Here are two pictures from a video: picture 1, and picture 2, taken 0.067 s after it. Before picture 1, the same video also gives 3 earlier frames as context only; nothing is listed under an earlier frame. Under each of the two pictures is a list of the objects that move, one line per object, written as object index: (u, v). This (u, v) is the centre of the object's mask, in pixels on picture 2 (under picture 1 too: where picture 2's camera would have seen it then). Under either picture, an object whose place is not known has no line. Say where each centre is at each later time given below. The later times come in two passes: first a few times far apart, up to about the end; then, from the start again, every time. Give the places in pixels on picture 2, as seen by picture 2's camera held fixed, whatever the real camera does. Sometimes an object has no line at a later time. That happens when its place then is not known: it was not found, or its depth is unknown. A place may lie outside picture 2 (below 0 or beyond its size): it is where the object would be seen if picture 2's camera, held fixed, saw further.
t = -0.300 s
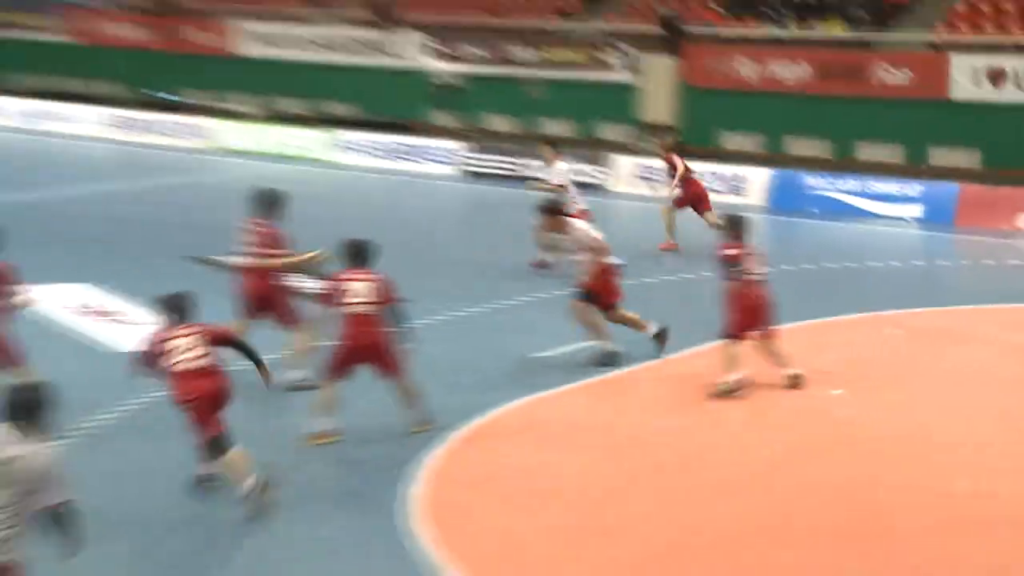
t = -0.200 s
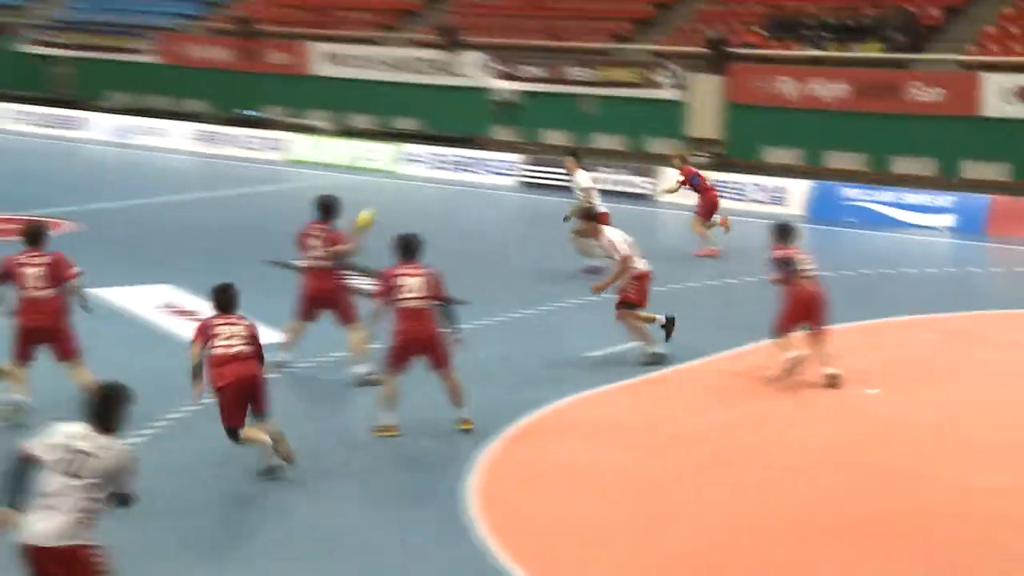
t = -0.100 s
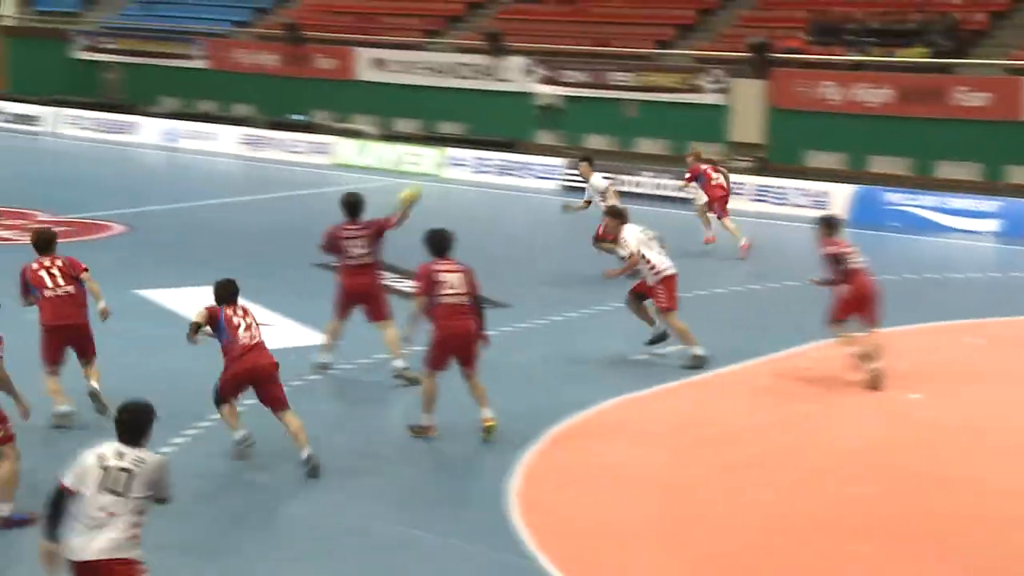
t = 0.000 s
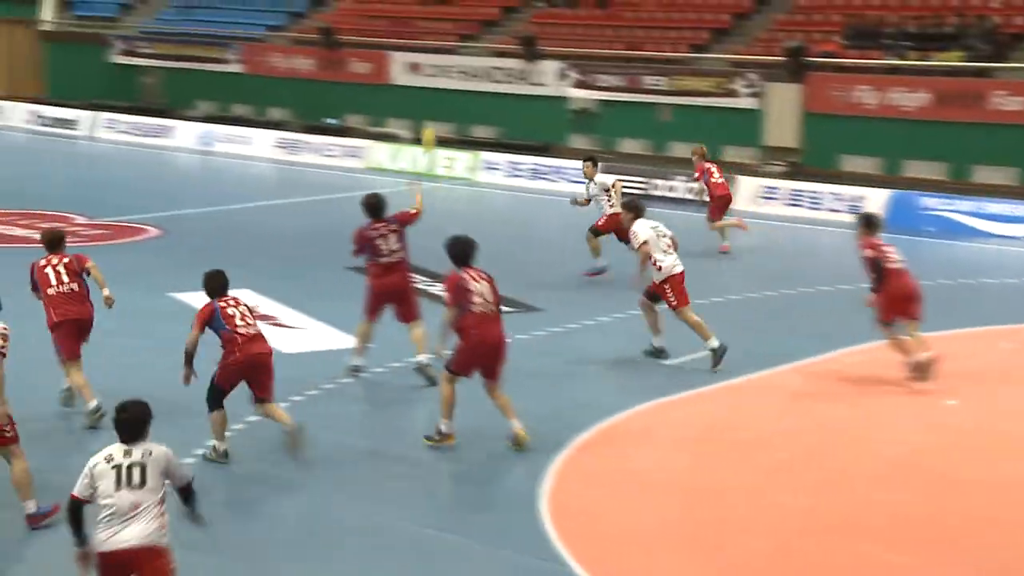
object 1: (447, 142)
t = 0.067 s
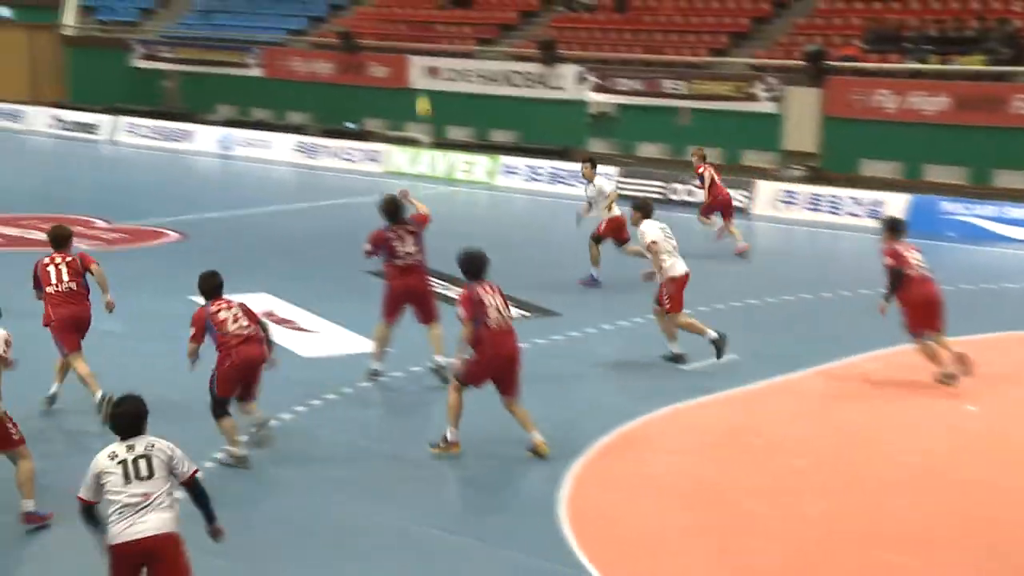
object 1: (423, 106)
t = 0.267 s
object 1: (365, 35)
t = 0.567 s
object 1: (299, -9)
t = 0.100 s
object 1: (412, 92)
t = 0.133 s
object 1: (401, 78)
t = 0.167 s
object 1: (392, 64)
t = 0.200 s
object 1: (382, 54)
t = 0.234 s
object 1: (373, 44)
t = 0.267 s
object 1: (365, 35)
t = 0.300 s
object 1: (356, 27)
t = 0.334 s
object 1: (347, 19)
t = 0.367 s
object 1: (340, 12)
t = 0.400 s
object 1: (332, 5)
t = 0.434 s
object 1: (325, 0)
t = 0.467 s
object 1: (318, -4)
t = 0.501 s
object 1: (311, -6)
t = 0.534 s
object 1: (305, -7)
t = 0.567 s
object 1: (299, -9)
